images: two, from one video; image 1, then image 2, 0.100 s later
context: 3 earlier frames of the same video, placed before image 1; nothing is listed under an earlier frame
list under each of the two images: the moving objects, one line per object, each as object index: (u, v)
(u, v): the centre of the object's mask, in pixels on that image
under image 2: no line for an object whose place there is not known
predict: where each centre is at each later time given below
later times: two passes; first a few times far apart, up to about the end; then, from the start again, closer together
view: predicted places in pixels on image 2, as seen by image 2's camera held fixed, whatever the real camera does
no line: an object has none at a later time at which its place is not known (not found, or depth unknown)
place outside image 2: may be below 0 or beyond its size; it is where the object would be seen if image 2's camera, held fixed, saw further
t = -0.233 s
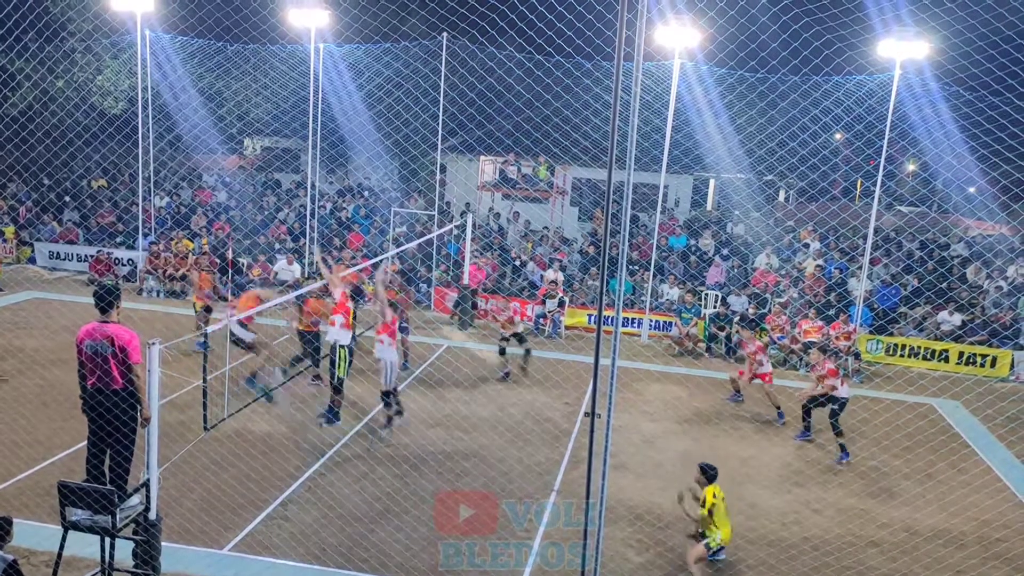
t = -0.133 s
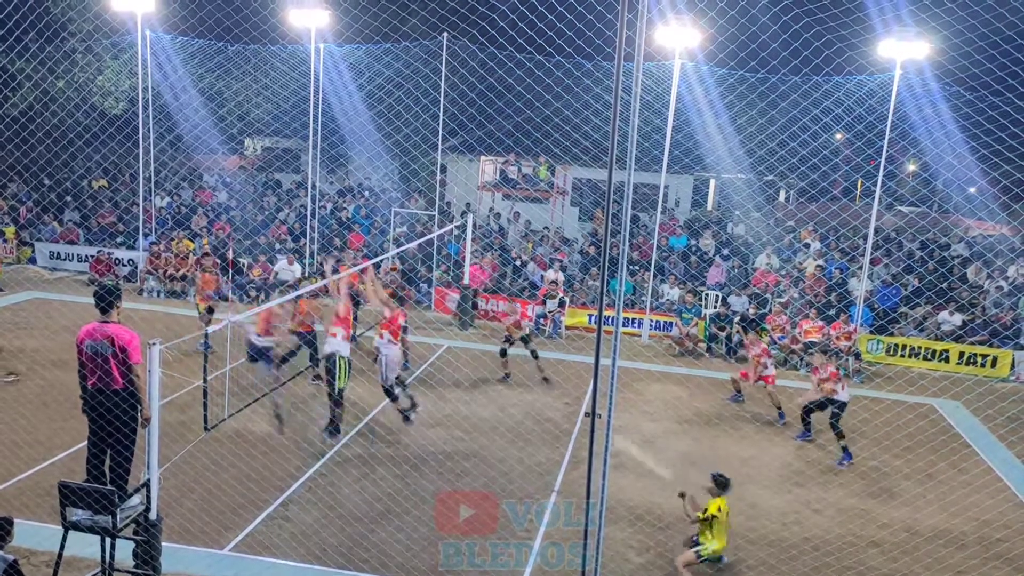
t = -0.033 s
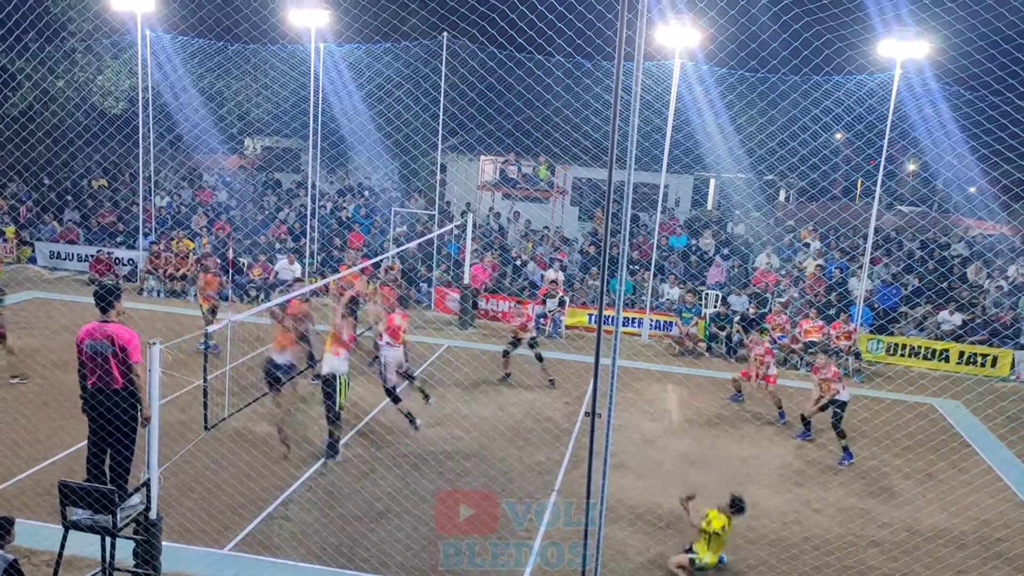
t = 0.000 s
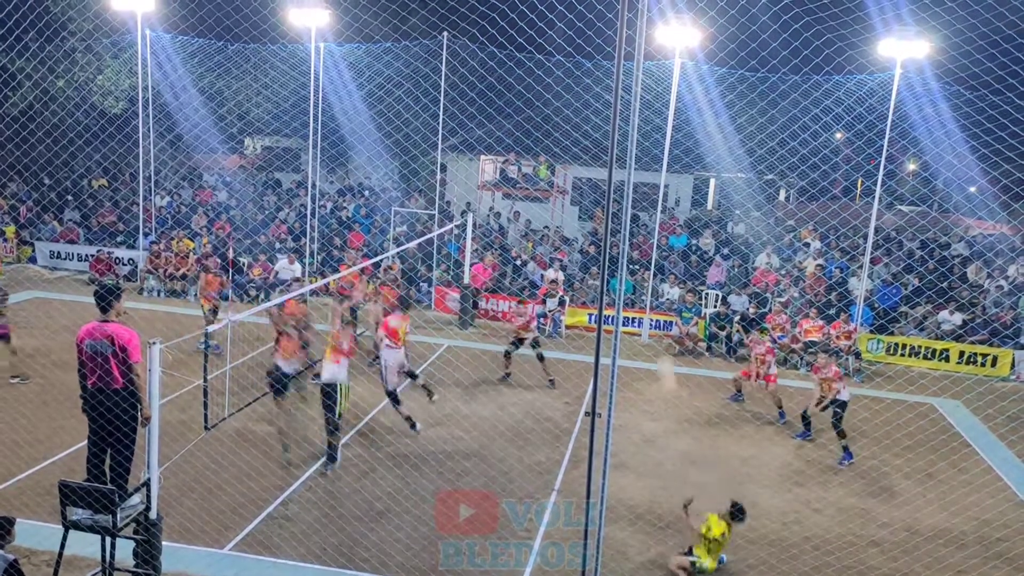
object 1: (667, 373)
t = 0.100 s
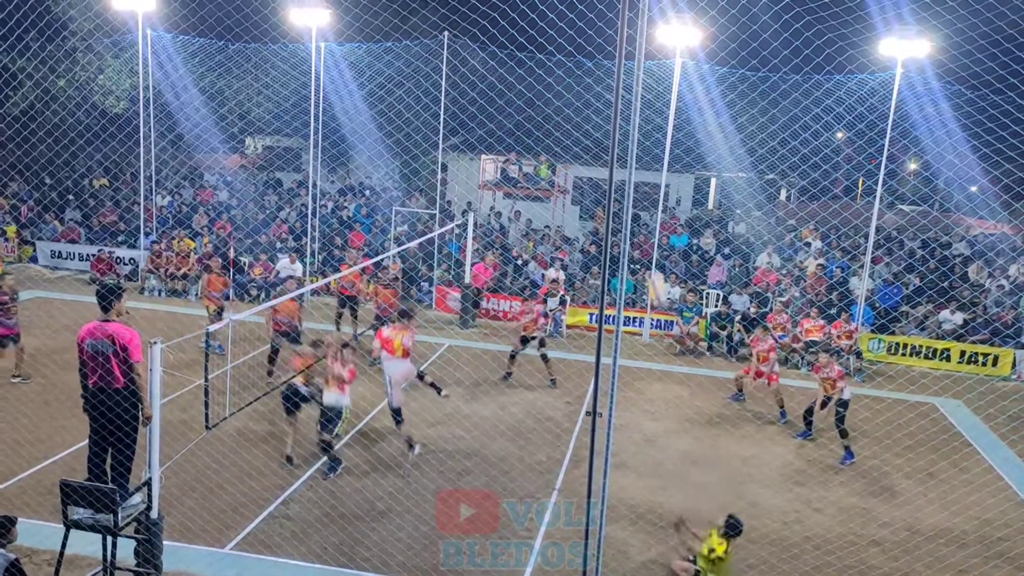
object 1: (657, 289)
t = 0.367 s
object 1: (624, 130)
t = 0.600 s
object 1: (597, 62)
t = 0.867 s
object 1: (567, 47)
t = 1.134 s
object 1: (539, 80)
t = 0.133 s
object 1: (652, 264)
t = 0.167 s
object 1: (648, 239)
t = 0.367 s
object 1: (624, 130)
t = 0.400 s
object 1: (623, 119)
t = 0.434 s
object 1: (615, 107)
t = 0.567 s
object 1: (601, 70)
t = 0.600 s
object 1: (597, 62)
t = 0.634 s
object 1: (593, 58)
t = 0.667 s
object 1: (590, 54)
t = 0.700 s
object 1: (585, 51)
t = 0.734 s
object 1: (581, 49)
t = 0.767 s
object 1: (577, 46)
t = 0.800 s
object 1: (574, 45)
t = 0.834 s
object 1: (570, 45)
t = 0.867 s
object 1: (567, 47)
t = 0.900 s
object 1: (563, 48)
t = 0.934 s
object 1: (559, 51)
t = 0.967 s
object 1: (556, 54)
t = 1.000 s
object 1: (552, 58)
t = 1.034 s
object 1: (549, 62)
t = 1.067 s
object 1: (546, 67)
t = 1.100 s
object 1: (543, 74)
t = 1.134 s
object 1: (539, 80)
